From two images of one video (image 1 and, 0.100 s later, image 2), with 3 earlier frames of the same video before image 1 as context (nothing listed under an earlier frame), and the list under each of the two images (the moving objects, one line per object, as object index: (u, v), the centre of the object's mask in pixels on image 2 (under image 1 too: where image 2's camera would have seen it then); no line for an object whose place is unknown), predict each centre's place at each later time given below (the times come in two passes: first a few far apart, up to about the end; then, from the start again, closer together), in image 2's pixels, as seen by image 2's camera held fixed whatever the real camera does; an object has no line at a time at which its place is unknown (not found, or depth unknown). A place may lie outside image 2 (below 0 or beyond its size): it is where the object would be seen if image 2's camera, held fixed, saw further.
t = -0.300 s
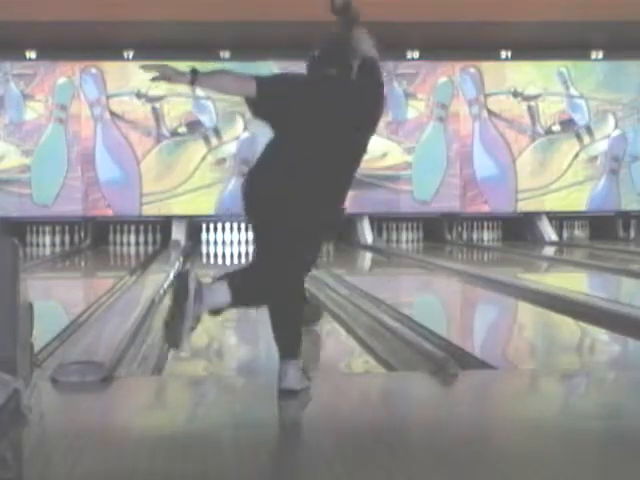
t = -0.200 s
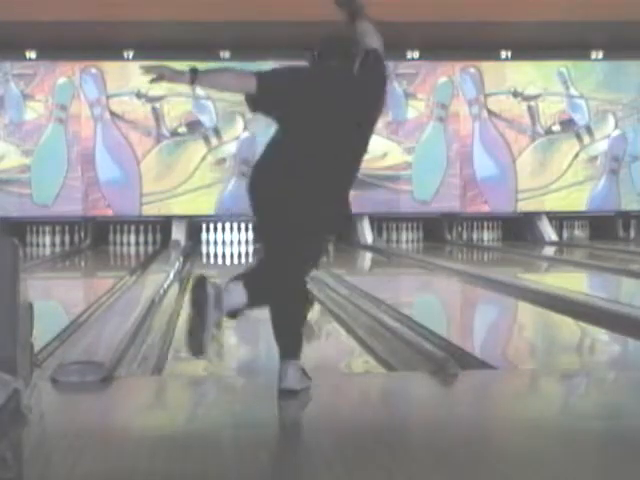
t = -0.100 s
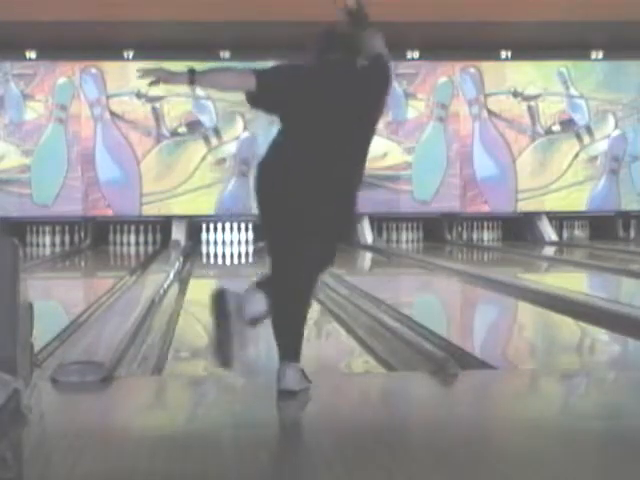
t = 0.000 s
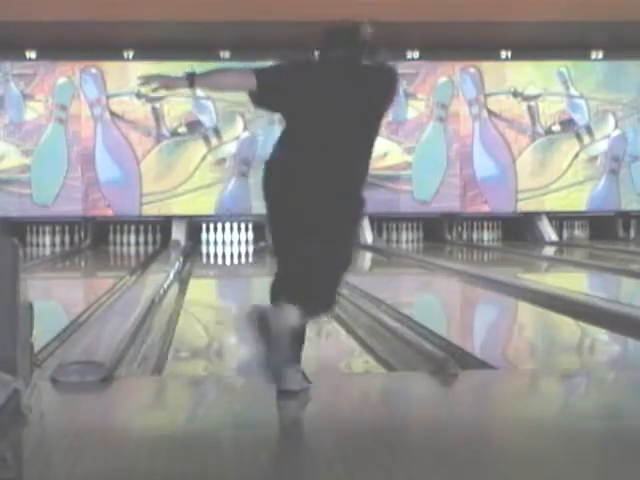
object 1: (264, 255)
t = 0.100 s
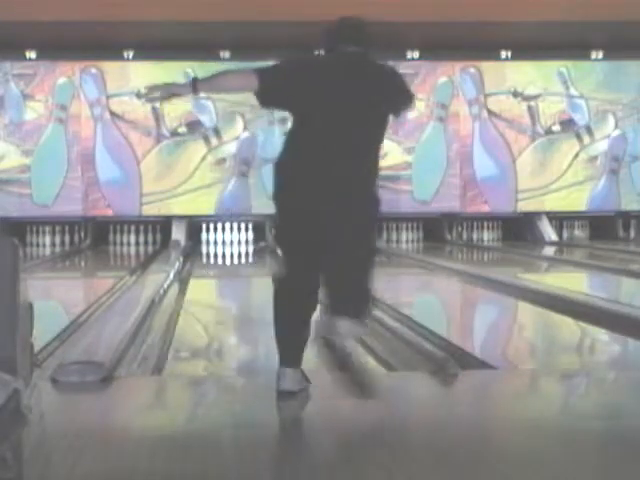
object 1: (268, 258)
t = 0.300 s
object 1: (269, 261)
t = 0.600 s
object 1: (262, 255)
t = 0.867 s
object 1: (260, 252)
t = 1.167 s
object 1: (256, 250)
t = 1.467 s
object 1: (245, 246)
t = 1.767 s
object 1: (234, 242)
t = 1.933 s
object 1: (229, 240)
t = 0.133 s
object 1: (269, 259)
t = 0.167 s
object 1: (269, 261)
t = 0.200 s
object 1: (270, 261)
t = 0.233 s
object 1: (273, 263)
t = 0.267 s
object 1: (271, 262)
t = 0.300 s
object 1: (269, 261)
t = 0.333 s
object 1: (269, 261)
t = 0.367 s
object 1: (268, 260)
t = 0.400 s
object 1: (267, 259)
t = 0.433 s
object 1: (267, 259)
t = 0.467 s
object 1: (266, 257)
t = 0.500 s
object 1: (264, 256)
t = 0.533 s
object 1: (264, 255)
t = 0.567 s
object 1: (264, 255)
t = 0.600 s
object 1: (262, 255)
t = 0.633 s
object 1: (263, 255)
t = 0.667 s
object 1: (262, 255)
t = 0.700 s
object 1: (262, 254)
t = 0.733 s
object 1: (262, 253)
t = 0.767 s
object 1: (261, 253)
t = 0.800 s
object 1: (261, 253)
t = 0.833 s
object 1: (260, 252)
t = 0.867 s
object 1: (260, 252)
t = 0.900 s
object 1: (260, 252)
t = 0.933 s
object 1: (259, 251)
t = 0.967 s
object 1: (259, 251)
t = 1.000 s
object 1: (257, 251)
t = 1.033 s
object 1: (257, 251)
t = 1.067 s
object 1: (257, 250)
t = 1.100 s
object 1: (257, 250)
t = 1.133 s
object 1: (256, 249)
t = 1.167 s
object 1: (256, 250)
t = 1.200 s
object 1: (257, 250)
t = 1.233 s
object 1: (258, 248)
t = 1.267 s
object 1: (258, 248)
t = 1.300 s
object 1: (254, 246)
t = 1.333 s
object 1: (256, 249)
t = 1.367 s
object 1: (250, 245)
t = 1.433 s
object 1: (246, 246)
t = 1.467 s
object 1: (245, 246)
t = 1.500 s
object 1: (244, 245)
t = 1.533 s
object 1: (243, 242)
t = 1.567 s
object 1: (243, 242)
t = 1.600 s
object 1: (242, 244)
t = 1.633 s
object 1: (240, 244)
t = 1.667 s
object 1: (238, 243)
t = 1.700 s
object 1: (236, 243)
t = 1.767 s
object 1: (234, 242)
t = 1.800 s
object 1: (235, 242)
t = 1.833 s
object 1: (234, 242)
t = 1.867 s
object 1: (233, 241)
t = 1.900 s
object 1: (232, 241)
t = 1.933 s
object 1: (229, 240)
